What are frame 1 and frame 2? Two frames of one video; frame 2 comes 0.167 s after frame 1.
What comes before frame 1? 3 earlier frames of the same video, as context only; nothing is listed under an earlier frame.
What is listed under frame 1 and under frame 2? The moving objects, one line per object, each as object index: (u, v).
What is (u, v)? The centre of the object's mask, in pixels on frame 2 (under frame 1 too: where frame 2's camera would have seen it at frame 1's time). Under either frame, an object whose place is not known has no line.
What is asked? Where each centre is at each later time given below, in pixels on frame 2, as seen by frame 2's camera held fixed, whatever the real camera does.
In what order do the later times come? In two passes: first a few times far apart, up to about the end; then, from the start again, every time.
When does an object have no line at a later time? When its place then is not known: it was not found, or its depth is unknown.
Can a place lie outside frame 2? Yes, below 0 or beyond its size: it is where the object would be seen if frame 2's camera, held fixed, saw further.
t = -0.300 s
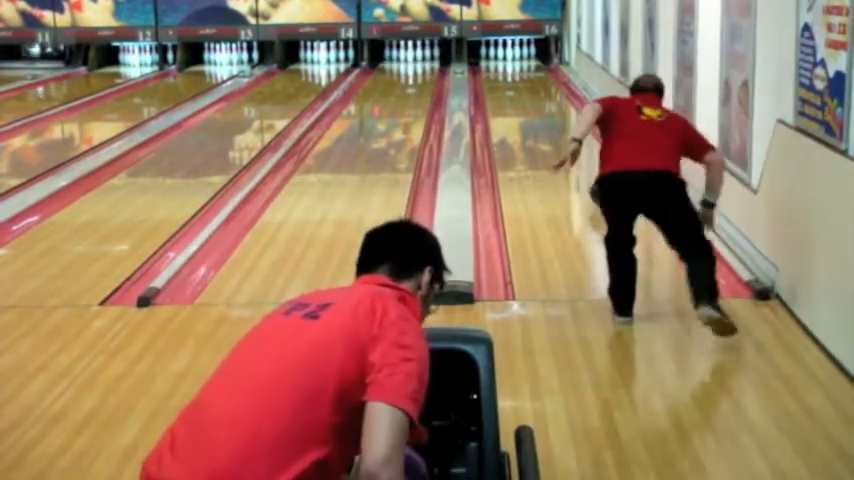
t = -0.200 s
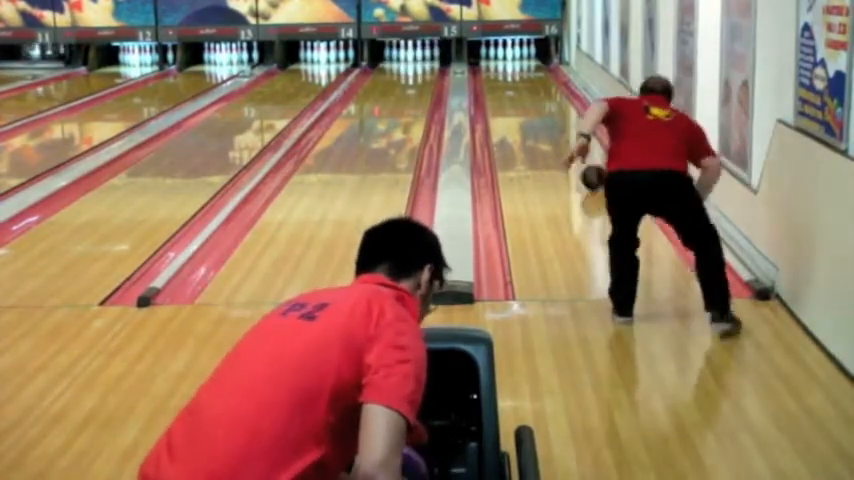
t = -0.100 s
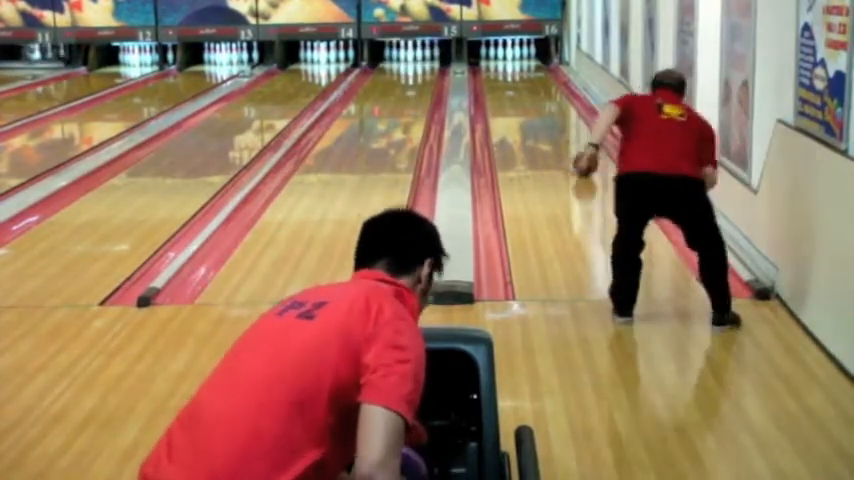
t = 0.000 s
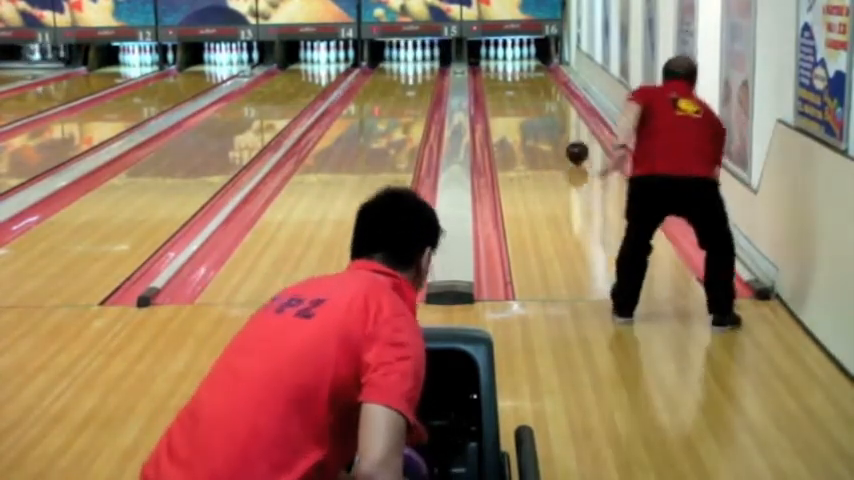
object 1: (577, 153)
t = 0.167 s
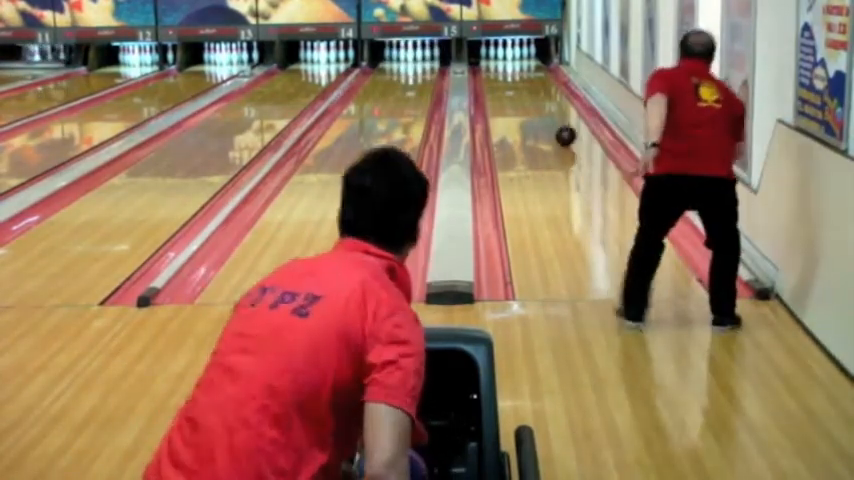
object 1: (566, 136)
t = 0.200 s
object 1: (564, 133)
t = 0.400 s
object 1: (553, 117)
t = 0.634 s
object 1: (542, 102)
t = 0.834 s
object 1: (534, 92)
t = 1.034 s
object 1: (526, 82)
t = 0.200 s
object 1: (564, 133)
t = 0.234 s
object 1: (562, 130)
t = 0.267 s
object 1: (560, 127)
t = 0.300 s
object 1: (558, 124)
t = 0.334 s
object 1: (556, 122)
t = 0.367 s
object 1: (555, 119)
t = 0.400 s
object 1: (553, 117)
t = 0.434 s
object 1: (551, 115)
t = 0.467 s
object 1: (549, 113)
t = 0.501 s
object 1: (548, 110)
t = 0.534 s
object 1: (546, 108)
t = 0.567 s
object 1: (545, 106)
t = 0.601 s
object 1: (543, 104)
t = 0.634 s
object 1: (542, 102)
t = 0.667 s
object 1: (540, 101)
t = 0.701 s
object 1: (539, 99)
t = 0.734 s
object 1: (537, 97)
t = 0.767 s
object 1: (536, 95)
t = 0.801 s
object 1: (535, 94)
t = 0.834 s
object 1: (534, 92)
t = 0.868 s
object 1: (533, 90)
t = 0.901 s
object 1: (532, 88)
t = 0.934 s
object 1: (530, 86)
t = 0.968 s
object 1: (529, 85)
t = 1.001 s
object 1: (528, 84)
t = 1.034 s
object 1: (526, 82)
